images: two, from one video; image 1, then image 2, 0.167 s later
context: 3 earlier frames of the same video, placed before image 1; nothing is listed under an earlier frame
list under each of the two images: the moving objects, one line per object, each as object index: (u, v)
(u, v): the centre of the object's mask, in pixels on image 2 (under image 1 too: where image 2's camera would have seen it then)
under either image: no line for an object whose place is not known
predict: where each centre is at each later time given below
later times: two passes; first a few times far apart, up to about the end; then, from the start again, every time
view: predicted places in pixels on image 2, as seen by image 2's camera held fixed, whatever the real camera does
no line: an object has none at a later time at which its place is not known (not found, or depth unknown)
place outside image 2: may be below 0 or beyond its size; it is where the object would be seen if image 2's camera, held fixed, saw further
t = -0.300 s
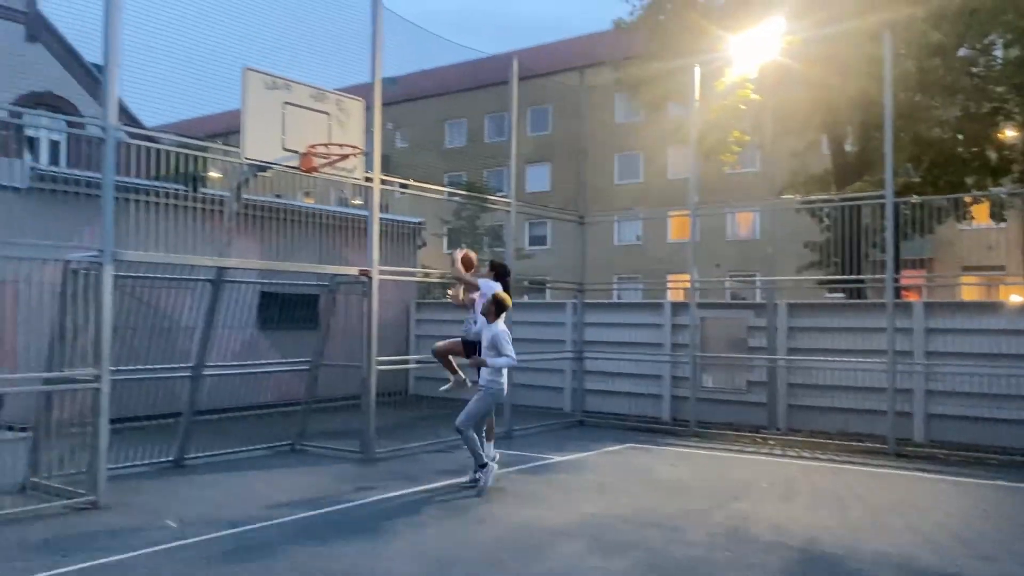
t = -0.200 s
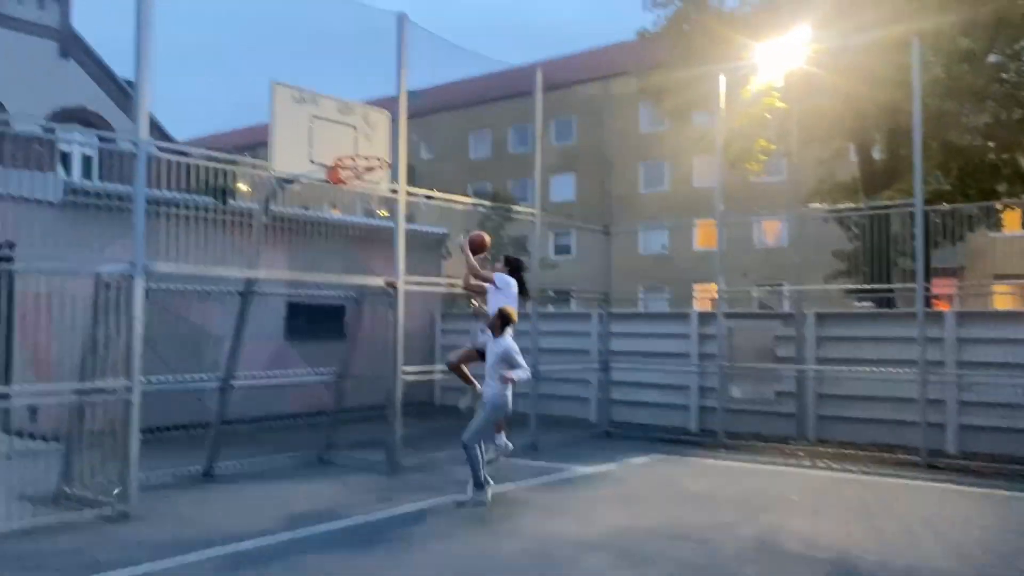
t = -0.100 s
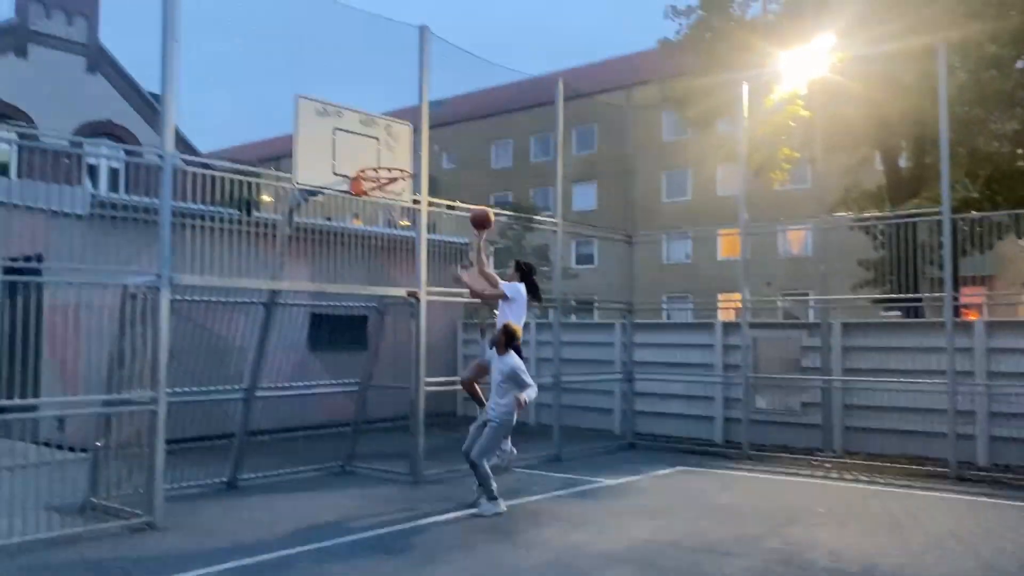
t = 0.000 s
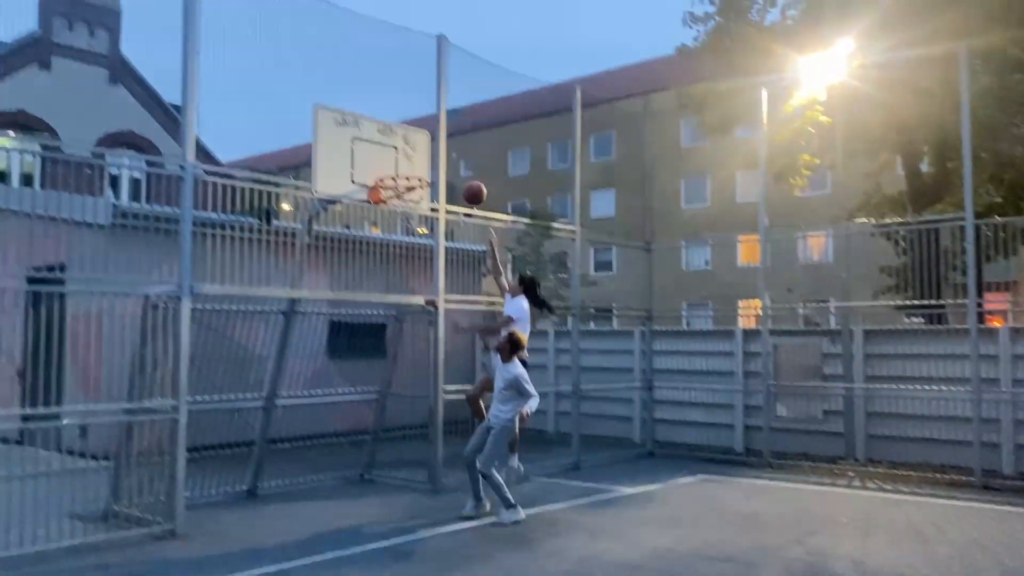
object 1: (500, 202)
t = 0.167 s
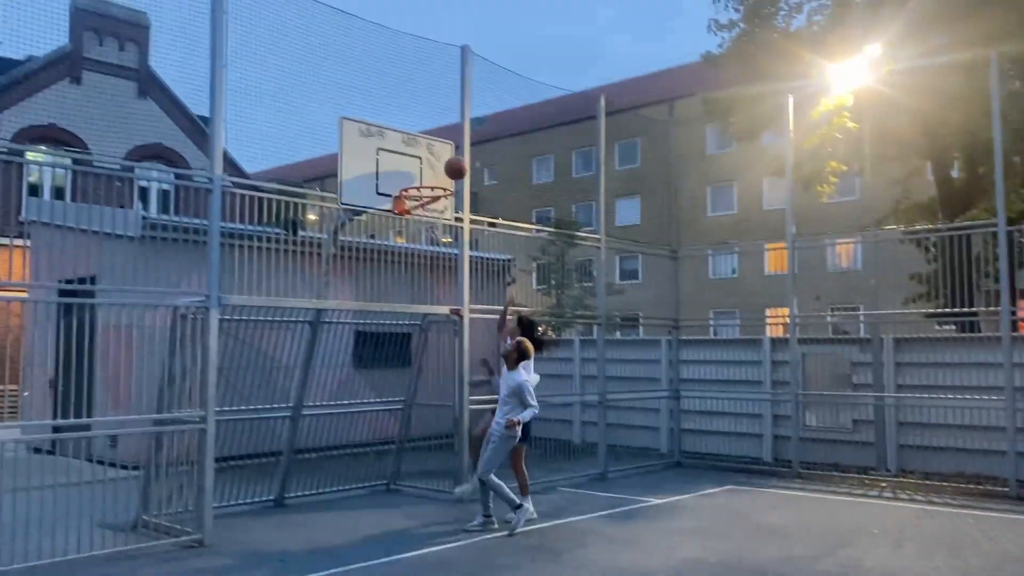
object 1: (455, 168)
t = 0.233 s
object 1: (437, 162)
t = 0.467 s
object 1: (430, 177)
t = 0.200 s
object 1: (447, 164)
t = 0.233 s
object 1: (437, 162)
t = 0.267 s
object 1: (436, 161)
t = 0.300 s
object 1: (435, 161)
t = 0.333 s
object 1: (434, 163)
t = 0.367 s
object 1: (433, 165)
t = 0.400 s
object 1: (432, 169)
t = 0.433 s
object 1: (431, 173)
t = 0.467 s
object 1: (430, 177)
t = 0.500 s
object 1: (429, 186)
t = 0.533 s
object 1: (428, 196)
